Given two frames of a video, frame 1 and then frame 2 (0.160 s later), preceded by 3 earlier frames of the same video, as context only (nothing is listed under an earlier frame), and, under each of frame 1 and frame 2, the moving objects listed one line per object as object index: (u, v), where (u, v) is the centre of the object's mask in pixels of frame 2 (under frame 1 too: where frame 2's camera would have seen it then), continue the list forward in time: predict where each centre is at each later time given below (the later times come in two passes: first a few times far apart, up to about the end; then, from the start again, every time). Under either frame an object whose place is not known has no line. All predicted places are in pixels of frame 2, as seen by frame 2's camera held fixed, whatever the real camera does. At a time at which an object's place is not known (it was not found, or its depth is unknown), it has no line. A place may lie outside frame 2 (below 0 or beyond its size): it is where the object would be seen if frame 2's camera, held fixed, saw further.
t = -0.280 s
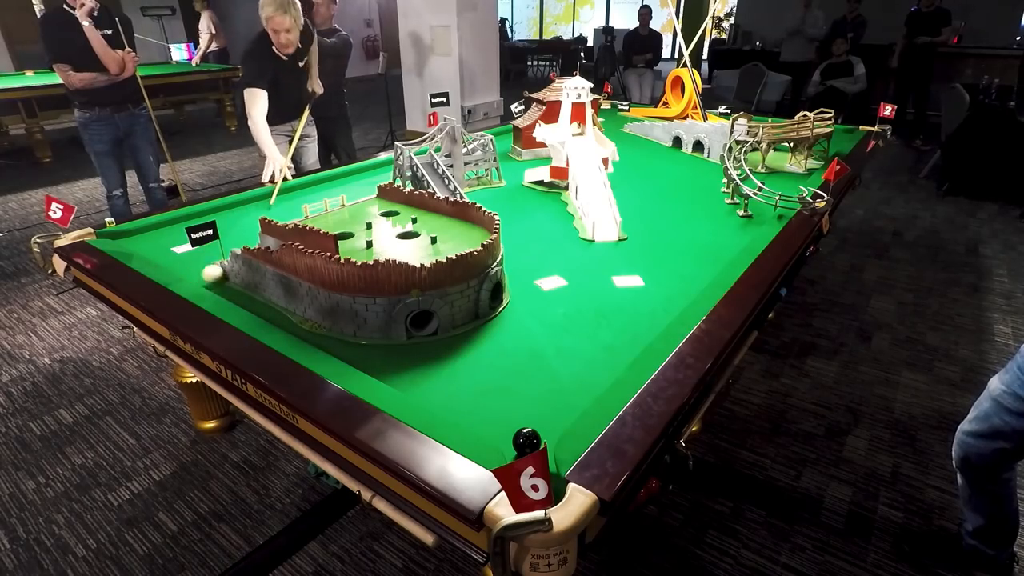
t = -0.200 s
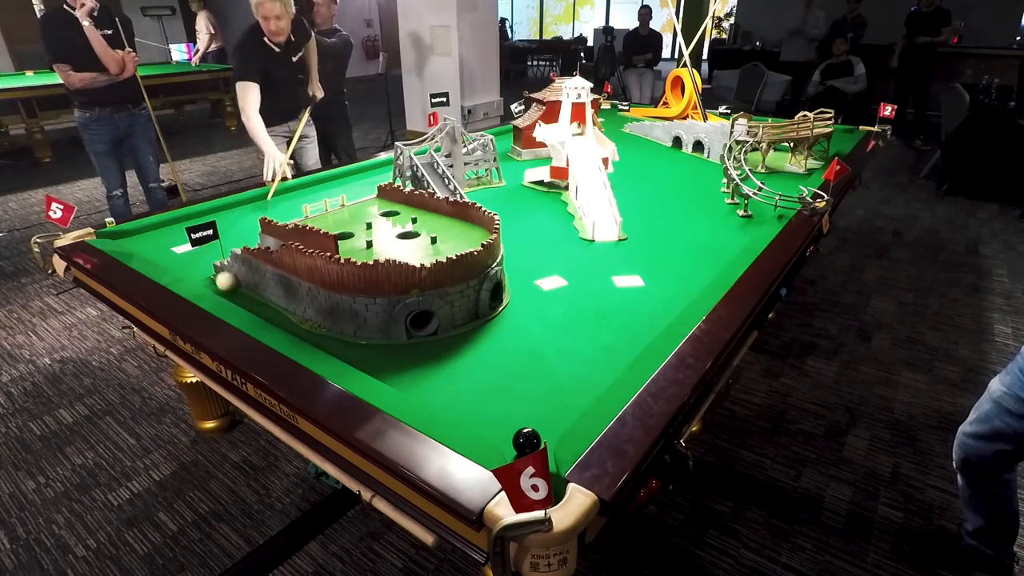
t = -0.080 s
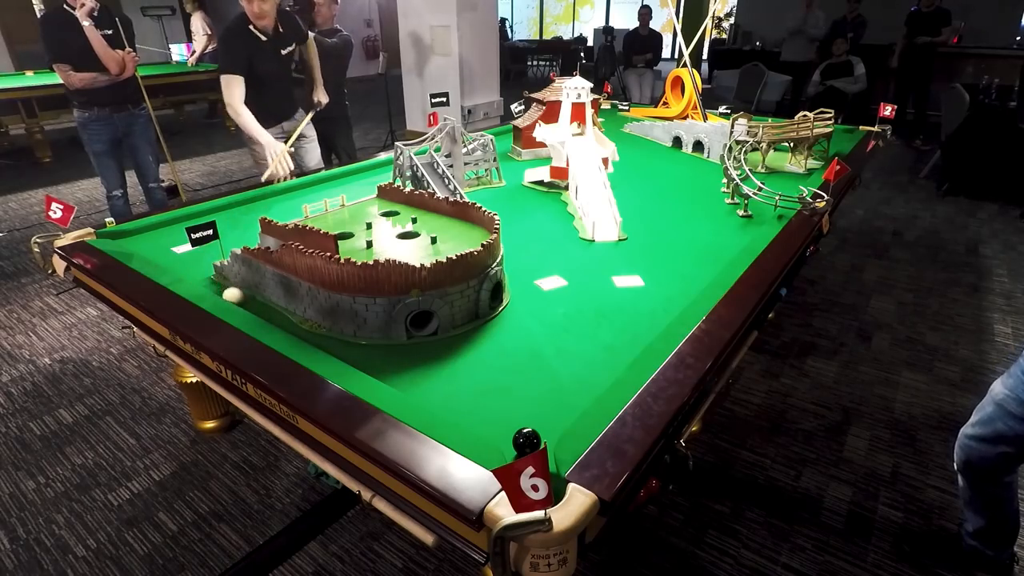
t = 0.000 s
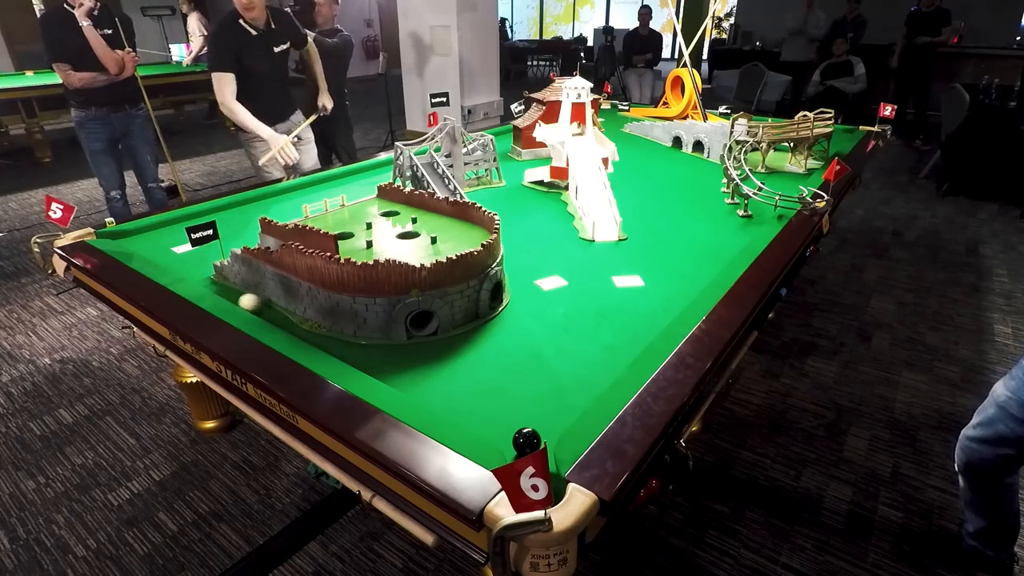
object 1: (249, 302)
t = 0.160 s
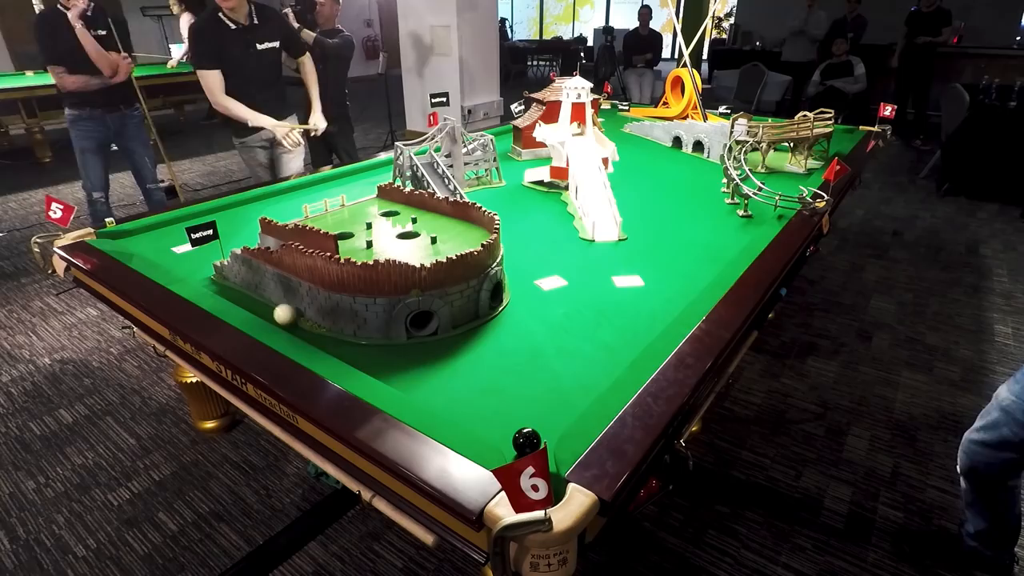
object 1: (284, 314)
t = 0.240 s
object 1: (293, 324)
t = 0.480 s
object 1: (339, 347)
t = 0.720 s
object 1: (396, 370)
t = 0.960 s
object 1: (459, 394)
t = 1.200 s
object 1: (530, 418)
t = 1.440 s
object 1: (538, 402)
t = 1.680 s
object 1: (525, 375)
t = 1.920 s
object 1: (514, 353)
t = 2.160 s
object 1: (505, 335)
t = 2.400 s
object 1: (497, 320)
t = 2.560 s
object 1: (497, 312)
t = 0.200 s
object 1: (289, 319)
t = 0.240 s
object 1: (293, 324)
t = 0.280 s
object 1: (298, 328)
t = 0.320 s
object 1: (304, 333)
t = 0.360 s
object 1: (312, 336)
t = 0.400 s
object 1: (321, 340)
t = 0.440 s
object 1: (330, 344)
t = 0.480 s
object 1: (339, 347)
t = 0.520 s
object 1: (348, 351)
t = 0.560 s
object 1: (357, 355)
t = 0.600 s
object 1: (366, 359)
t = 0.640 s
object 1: (376, 362)
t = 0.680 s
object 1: (386, 366)
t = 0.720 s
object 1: (396, 370)
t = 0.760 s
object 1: (406, 374)
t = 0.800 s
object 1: (416, 378)
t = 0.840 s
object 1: (426, 382)
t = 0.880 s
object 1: (437, 386)
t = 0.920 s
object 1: (448, 390)
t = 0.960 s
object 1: (459, 394)
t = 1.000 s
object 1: (470, 398)
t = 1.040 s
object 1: (482, 403)
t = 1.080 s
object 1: (493, 407)
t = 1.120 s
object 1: (505, 411)
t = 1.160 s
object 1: (517, 416)
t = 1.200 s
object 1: (530, 418)
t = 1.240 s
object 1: (543, 423)
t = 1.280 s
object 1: (552, 423)
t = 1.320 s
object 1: (547, 418)
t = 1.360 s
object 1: (543, 412)
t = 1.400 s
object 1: (540, 407)
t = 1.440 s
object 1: (538, 402)
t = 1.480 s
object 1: (536, 397)
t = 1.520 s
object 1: (533, 392)
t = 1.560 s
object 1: (531, 388)
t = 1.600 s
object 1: (529, 384)
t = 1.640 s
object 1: (527, 380)
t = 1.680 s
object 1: (525, 375)
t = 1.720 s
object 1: (523, 371)
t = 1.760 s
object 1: (521, 368)
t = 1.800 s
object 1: (519, 364)
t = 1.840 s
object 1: (517, 360)
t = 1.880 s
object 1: (516, 357)
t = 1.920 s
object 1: (514, 353)
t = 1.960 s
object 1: (512, 350)
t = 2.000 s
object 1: (511, 347)
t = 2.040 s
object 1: (509, 344)
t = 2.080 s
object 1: (508, 341)
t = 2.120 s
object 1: (506, 338)
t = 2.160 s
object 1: (505, 335)
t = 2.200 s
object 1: (504, 332)
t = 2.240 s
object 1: (502, 330)
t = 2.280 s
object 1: (501, 327)
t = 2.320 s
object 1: (500, 325)
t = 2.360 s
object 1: (498, 322)
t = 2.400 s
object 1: (497, 320)
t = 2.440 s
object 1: (496, 317)
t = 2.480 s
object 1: (495, 315)
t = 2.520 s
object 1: (495, 312)
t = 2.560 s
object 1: (497, 312)
